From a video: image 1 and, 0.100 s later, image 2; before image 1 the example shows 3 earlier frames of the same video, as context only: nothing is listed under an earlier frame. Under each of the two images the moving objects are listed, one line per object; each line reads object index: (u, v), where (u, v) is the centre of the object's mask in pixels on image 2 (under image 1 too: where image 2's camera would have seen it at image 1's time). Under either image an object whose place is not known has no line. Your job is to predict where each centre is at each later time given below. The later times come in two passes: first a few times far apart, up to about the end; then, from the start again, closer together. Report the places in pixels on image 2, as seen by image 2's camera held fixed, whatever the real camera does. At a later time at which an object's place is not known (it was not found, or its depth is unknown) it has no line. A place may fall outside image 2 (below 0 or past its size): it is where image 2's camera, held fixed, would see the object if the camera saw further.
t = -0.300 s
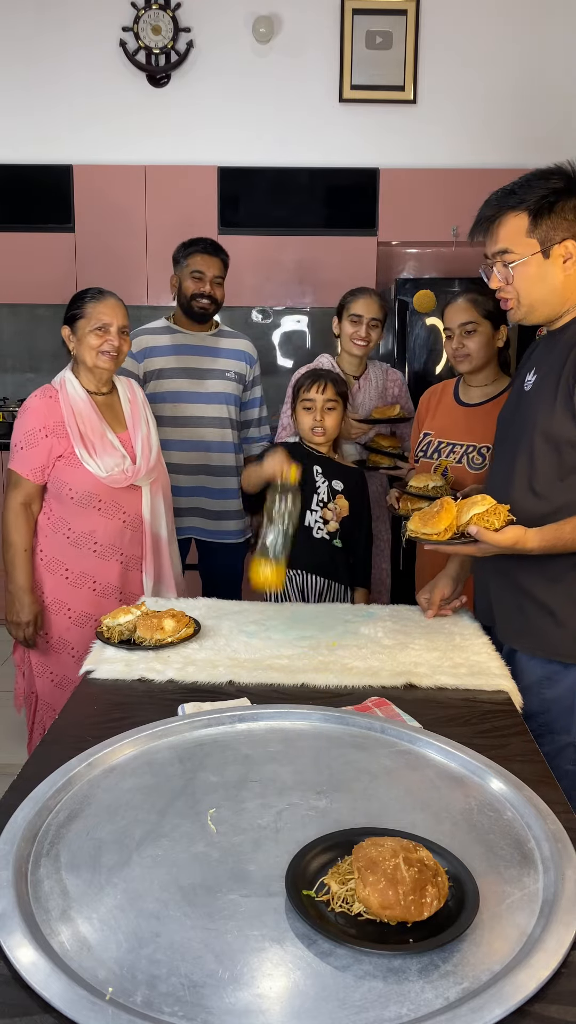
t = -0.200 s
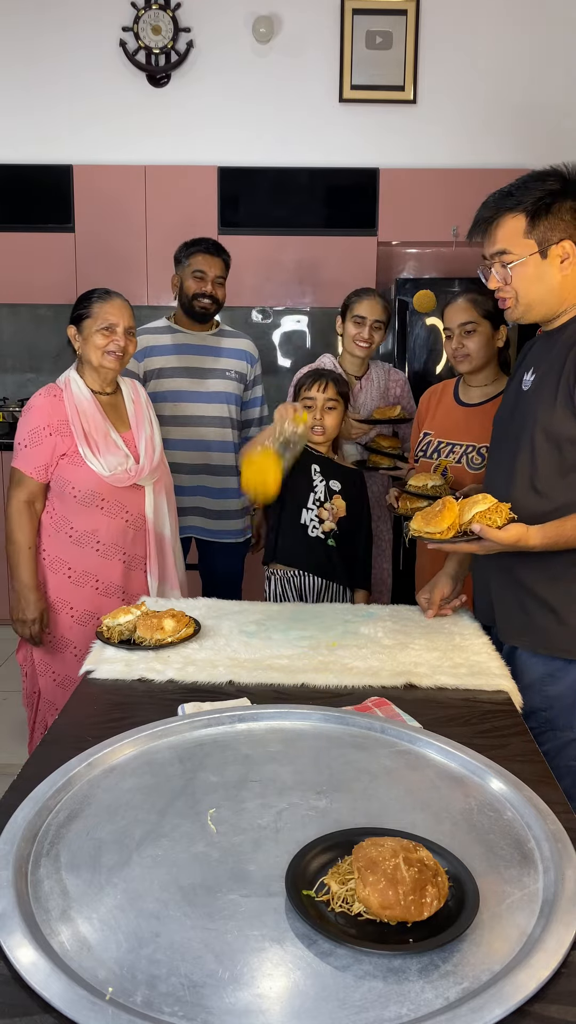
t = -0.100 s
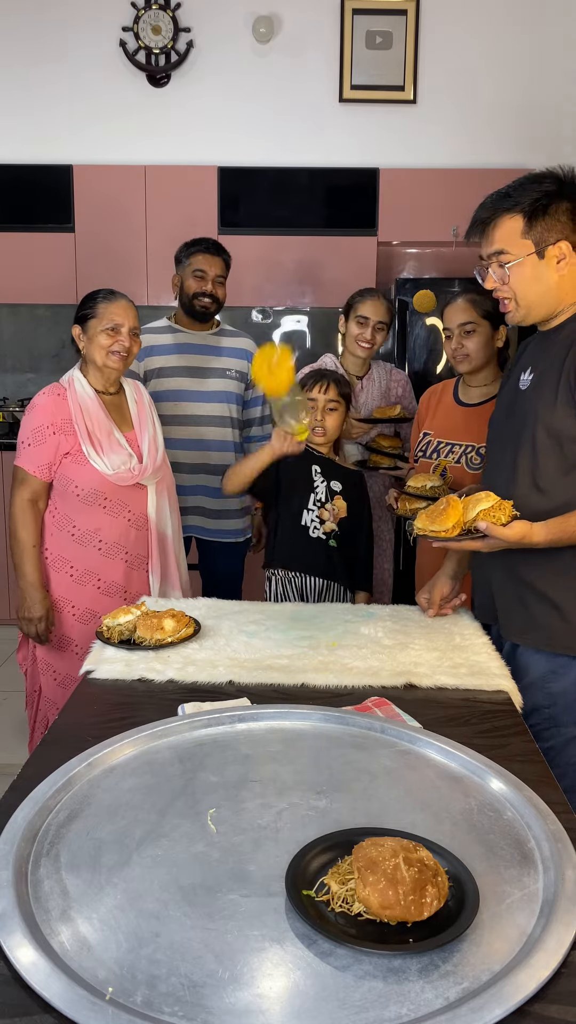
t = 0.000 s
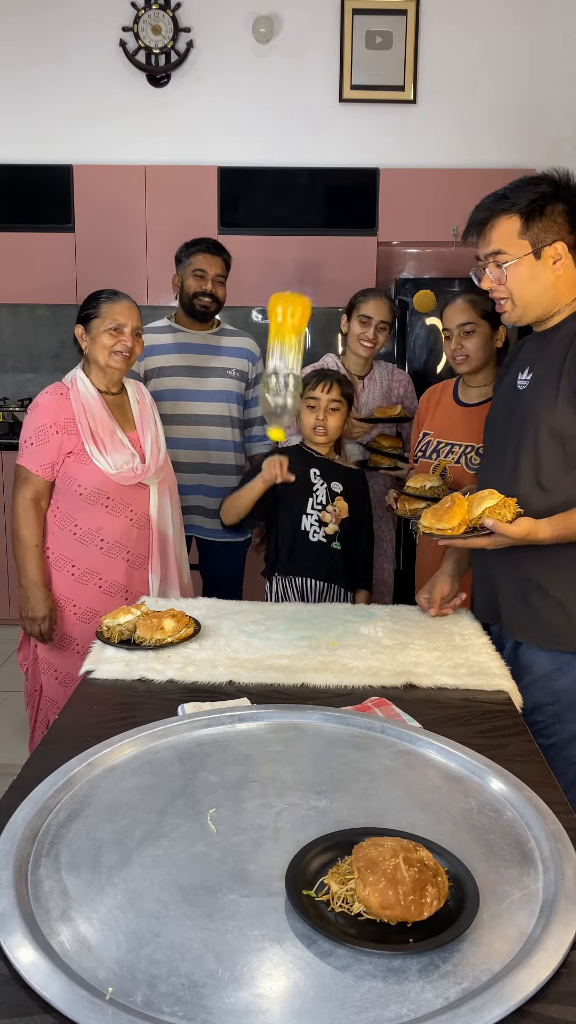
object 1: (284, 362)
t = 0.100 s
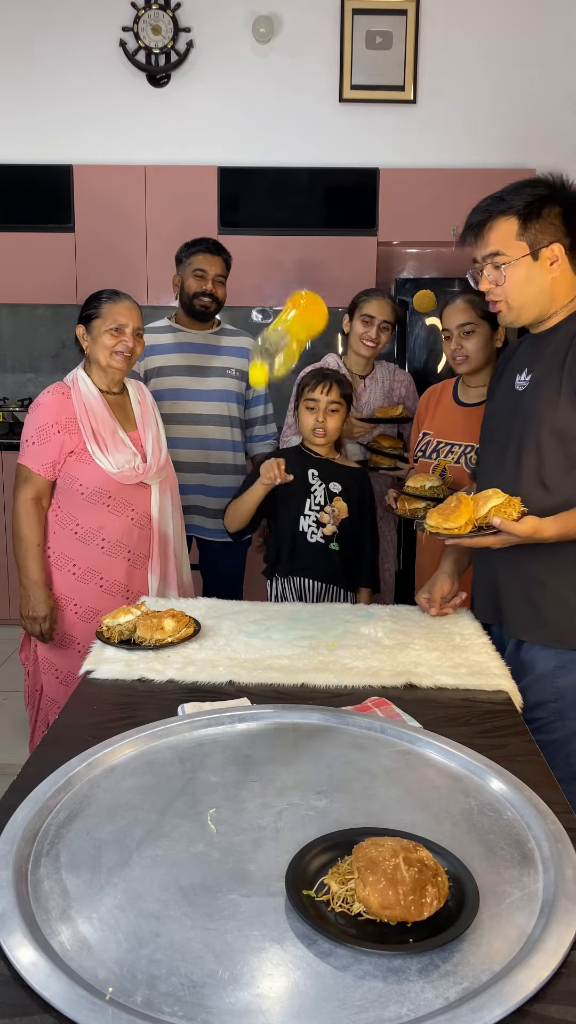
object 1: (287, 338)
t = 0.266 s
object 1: (315, 412)
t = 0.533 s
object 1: (337, 597)
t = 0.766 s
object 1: (341, 612)
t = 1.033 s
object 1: (352, 667)
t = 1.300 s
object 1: (348, 671)
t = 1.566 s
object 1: (349, 671)
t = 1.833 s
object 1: (348, 671)
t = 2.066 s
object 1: (348, 671)
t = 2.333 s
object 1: (348, 671)
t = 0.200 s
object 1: (302, 360)
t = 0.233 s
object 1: (309, 385)
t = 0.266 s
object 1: (315, 412)
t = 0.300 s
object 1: (321, 449)
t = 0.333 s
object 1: (326, 498)
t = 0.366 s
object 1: (332, 540)
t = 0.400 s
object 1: (335, 588)
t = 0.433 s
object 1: (336, 592)
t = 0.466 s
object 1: (337, 592)
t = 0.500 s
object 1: (337, 593)
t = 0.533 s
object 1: (337, 597)
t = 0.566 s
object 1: (336, 598)
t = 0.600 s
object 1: (336, 600)
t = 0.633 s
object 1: (337, 602)
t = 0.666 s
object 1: (338, 604)
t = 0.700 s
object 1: (339, 607)
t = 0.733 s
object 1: (340, 609)
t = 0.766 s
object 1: (341, 612)
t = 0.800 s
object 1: (341, 616)
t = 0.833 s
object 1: (342, 620)
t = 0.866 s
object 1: (343, 625)
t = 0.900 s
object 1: (344, 633)
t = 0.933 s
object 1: (345, 643)
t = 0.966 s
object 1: (349, 658)
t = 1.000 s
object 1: (351, 671)
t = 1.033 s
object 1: (352, 667)
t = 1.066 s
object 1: (353, 669)
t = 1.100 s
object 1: (351, 670)
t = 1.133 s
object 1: (350, 671)
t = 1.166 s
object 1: (348, 671)
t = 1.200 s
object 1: (348, 671)
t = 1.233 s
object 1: (348, 671)
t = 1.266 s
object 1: (348, 671)
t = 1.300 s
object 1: (348, 671)
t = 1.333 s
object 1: (348, 671)
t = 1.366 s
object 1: (348, 671)
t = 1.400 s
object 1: (348, 671)
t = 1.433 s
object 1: (348, 671)
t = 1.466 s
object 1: (349, 671)
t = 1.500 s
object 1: (349, 671)
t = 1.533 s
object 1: (349, 671)
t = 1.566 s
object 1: (349, 671)
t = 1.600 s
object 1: (349, 671)
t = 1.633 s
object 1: (348, 671)
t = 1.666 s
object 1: (348, 671)
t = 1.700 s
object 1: (348, 671)
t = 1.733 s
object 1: (348, 671)
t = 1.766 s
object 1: (348, 671)
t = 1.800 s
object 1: (348, 671)
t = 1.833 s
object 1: (348, 671)
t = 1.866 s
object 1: (348, 671)
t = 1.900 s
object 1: (348, 671)
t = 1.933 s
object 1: (348, 671)
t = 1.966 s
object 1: (348, 671)
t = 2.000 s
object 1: (348, 671)
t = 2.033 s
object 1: (348, 671)
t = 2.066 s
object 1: (348, 671)
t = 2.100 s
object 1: (348, 671)
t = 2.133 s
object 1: (348, 671)
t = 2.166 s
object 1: (348, 671)
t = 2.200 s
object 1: (348, 671)
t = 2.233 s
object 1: (348, 671)
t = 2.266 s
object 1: (348, 671)
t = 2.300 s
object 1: (348, 671)
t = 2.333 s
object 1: (348, 671)
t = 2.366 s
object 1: (348, 671)
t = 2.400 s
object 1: (348, 671)
